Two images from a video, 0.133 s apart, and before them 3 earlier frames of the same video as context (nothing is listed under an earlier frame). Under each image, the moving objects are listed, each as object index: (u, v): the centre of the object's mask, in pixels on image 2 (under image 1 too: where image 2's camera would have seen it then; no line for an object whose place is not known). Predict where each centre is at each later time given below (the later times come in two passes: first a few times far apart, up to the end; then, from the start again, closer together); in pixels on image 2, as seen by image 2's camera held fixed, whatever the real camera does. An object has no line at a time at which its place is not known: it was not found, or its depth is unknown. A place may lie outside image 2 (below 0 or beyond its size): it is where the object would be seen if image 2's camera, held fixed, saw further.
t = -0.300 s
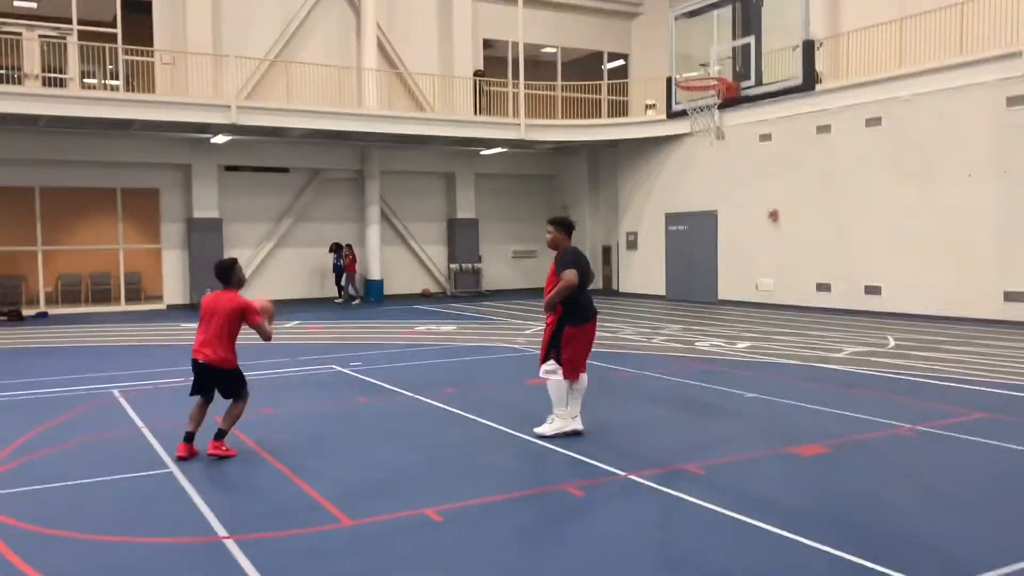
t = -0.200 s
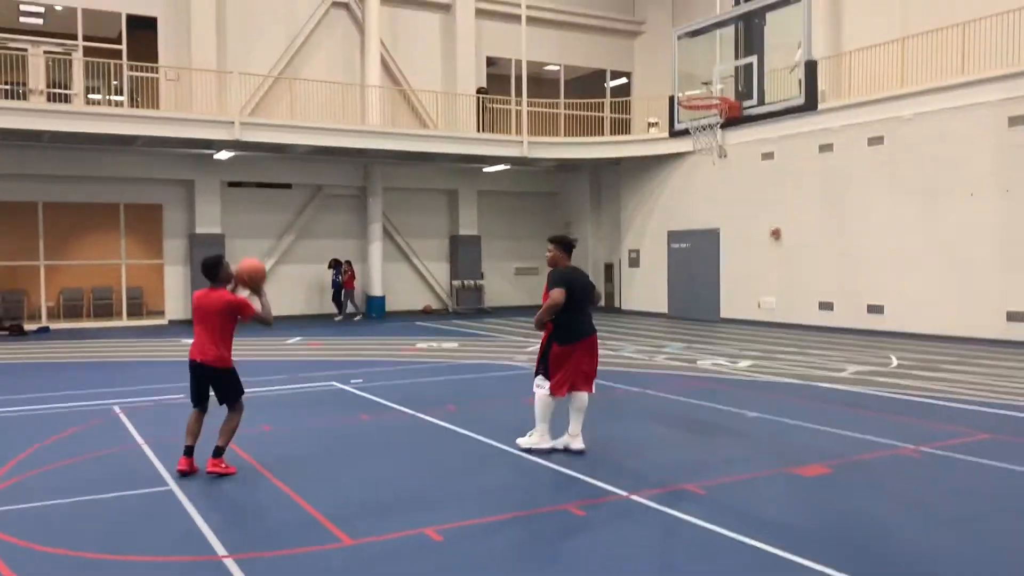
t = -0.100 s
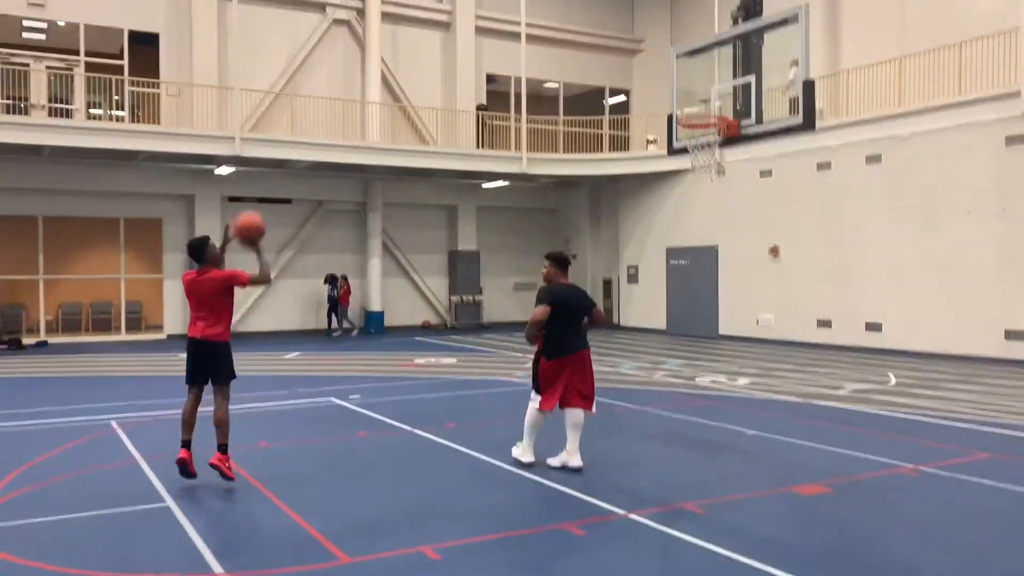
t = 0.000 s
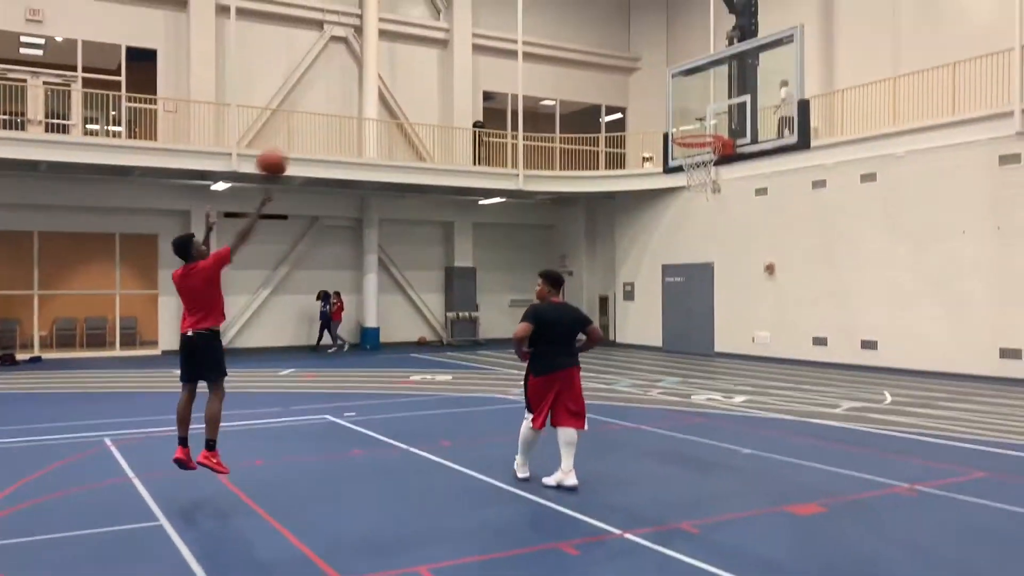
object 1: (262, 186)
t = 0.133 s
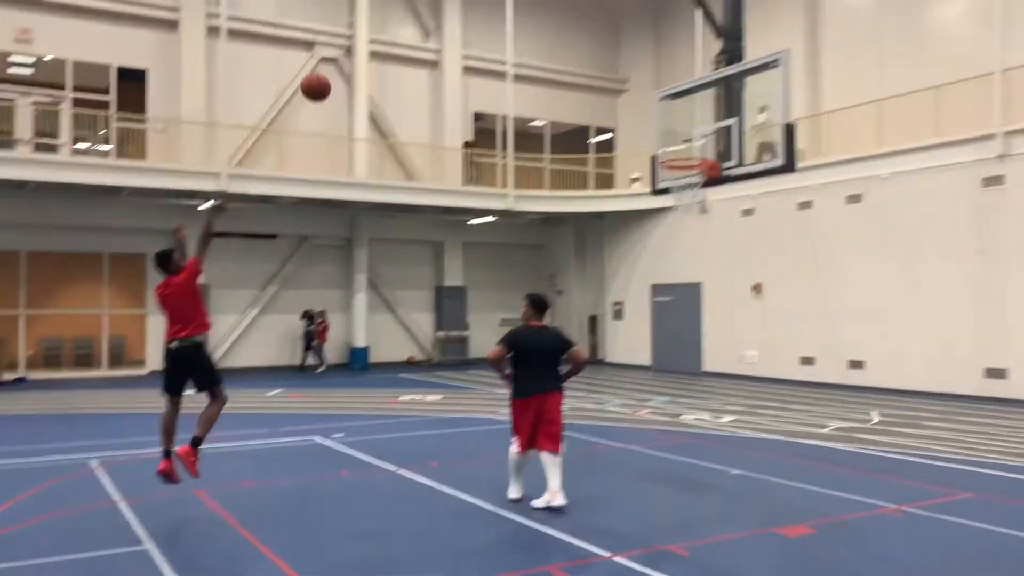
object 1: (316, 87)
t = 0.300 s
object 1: (381, 2)
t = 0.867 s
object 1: (568, -27)
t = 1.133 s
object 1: (642, 70)
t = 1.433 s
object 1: (709, 225)
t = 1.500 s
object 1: (716, 257)
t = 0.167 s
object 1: (329, 67)
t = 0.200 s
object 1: (343, 48)
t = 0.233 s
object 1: (355, 31)
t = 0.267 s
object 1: (368, 15)
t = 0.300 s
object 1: (381, 2)
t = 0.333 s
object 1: (393, -9)
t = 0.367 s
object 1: (406, -16)
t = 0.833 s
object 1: (556, -29)
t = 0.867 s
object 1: (568, -27)
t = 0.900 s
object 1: (578, -23)
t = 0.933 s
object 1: (586, -14)
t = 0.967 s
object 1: (596, -2)
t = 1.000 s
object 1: (606, 10)
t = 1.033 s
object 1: (614, 23)
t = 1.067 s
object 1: (622, 39)
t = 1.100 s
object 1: (632, 55)
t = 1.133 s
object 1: (642, 70)
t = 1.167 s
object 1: (651, 86)
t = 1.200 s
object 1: (660, 105)
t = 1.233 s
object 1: (669, 122)
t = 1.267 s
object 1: (677, 141)
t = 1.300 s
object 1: (684, 165)
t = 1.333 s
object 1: (695, 183)
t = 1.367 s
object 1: (700, 200)
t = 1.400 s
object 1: (704, 212)
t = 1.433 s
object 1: (709, 225)
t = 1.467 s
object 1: (713, 240)
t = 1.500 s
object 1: (716, 257)
